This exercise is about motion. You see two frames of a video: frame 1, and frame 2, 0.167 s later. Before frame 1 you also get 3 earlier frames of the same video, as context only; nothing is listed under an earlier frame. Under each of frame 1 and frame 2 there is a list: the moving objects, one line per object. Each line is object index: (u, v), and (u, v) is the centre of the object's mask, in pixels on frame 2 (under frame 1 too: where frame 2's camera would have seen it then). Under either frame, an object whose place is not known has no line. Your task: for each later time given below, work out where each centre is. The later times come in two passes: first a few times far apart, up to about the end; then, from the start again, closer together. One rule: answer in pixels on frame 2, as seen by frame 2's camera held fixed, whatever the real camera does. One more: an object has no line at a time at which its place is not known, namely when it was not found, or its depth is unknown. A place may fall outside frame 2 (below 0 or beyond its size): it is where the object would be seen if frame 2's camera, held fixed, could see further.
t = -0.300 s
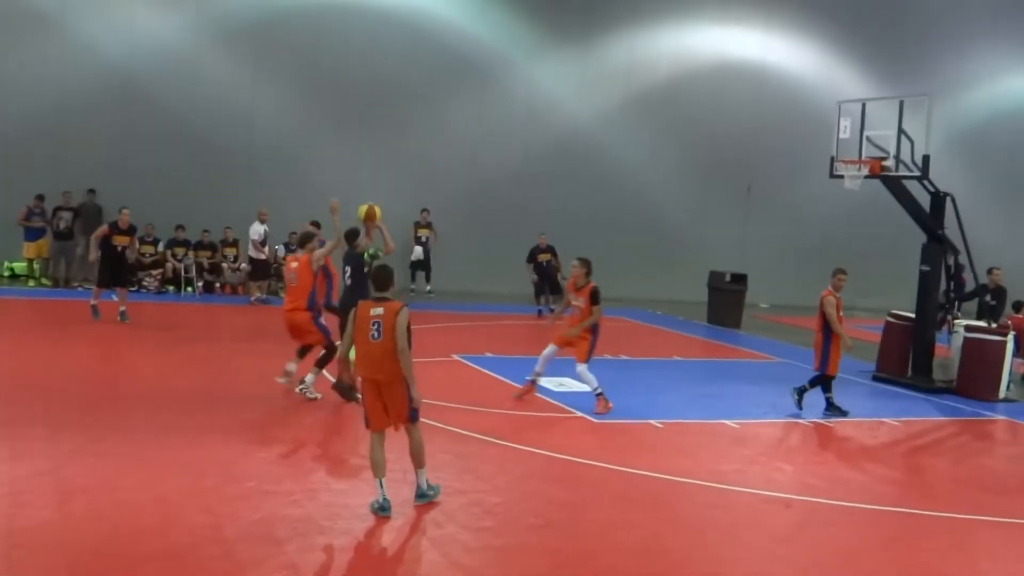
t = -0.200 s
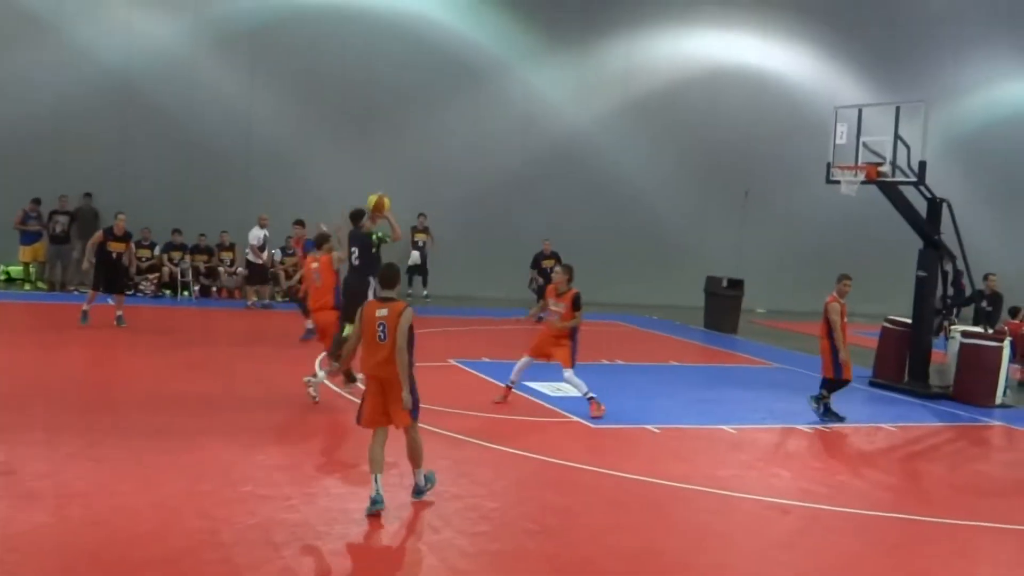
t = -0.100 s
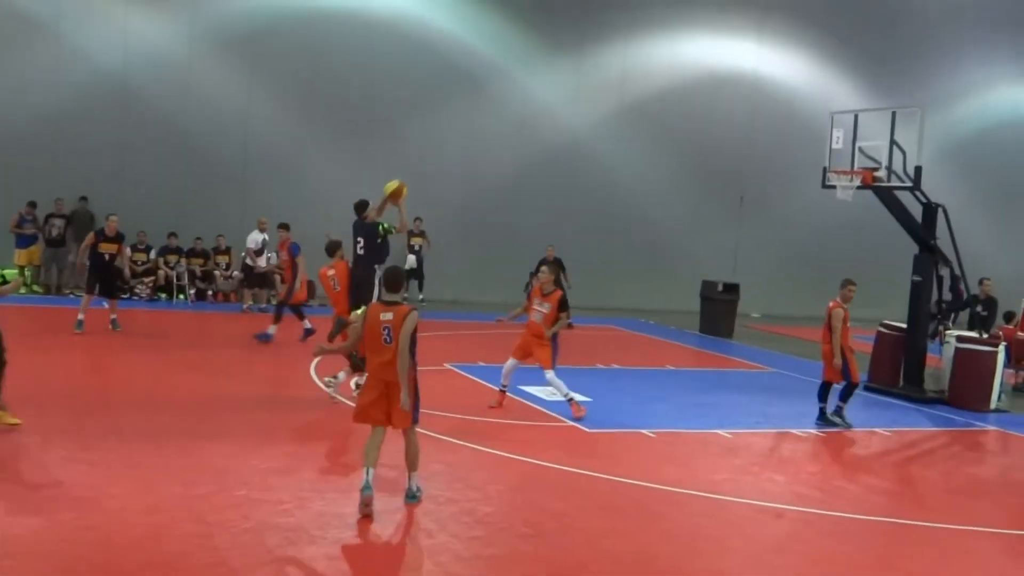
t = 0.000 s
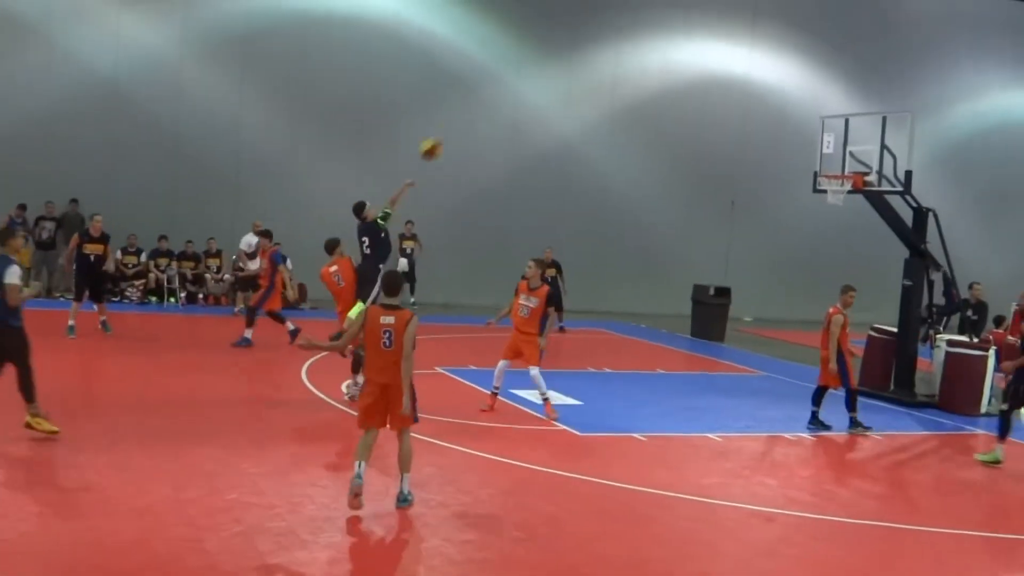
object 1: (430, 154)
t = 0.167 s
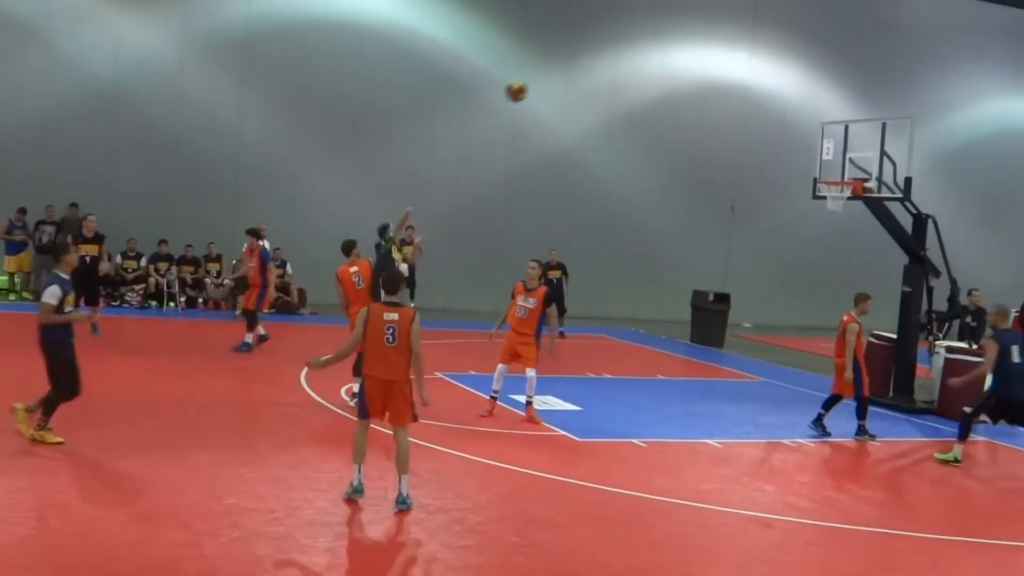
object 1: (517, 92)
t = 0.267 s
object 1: (561, 68)
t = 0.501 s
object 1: (658, 51)
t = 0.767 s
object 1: (749, 85)
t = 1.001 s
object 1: (818, 154)
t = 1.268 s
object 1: (827, 202)
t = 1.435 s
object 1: (808, 223)
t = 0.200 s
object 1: (532, 83)
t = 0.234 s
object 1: (547, 75)
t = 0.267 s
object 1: (561, 68)
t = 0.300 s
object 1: (576, 62)
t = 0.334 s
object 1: (591, 58)
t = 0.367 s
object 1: (605, 55)
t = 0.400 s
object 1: (618, 53)
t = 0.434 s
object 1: (633, 51)
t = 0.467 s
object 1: (646, 51)
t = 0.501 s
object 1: (658, 51)
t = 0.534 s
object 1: (671, 53)
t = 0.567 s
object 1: (682, 55)
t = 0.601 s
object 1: (694, 58)
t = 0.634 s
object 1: (705, 62)
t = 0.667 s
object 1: (717, 67)
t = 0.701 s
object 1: (728, 72)
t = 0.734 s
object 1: (738, 78)
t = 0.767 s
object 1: (749, 85)
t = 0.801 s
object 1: (760, 93)
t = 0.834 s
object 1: (770, 102)
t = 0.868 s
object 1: (779, 111)
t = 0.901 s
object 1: (789, 120)
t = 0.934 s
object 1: (800, 131)
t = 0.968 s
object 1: (808, 142)
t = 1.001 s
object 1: (818, 154)
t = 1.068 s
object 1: (834, 174)
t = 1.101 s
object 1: (842, 185)
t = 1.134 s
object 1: (842, 191)
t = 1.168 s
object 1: (839, 195)
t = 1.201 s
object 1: (834, 199)
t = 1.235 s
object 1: (830, 201)
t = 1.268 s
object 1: (827, 202)
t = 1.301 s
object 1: (824, 204)
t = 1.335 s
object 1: (821, 207)
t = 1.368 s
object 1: (816, 212)
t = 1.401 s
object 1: (812, 217)
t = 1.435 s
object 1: (808, 223)
